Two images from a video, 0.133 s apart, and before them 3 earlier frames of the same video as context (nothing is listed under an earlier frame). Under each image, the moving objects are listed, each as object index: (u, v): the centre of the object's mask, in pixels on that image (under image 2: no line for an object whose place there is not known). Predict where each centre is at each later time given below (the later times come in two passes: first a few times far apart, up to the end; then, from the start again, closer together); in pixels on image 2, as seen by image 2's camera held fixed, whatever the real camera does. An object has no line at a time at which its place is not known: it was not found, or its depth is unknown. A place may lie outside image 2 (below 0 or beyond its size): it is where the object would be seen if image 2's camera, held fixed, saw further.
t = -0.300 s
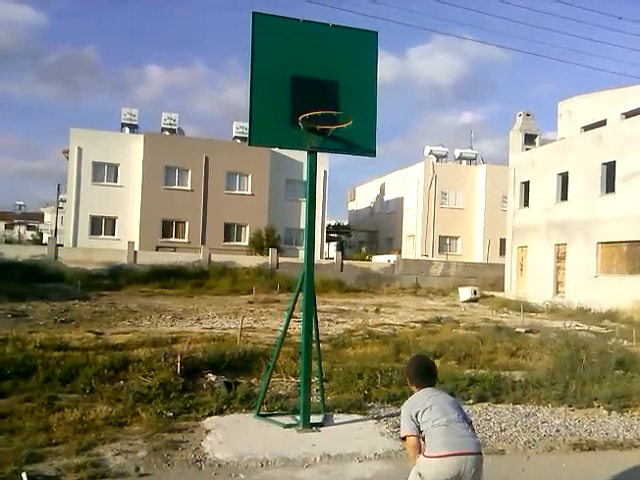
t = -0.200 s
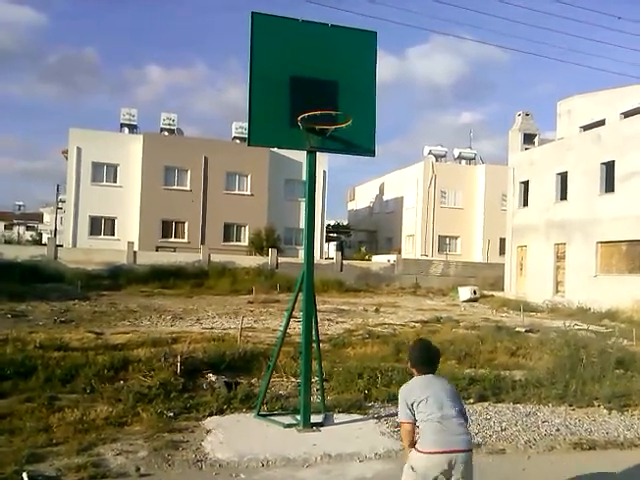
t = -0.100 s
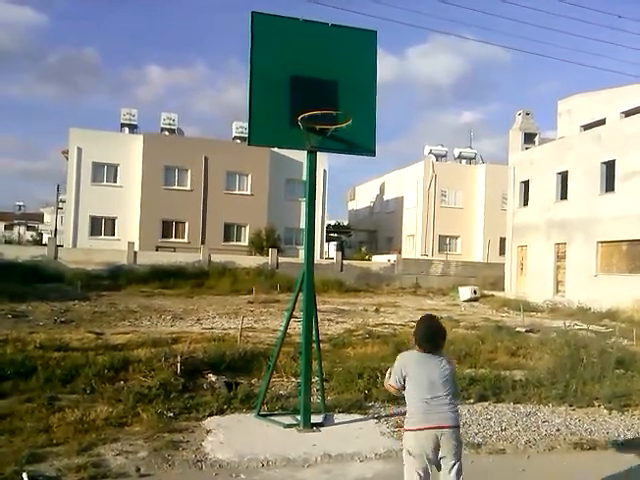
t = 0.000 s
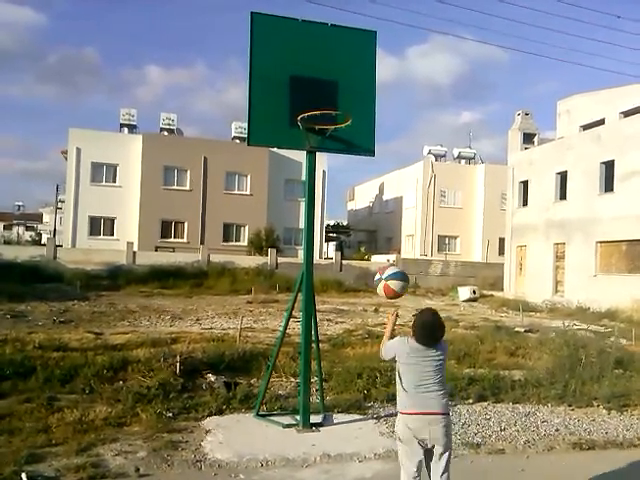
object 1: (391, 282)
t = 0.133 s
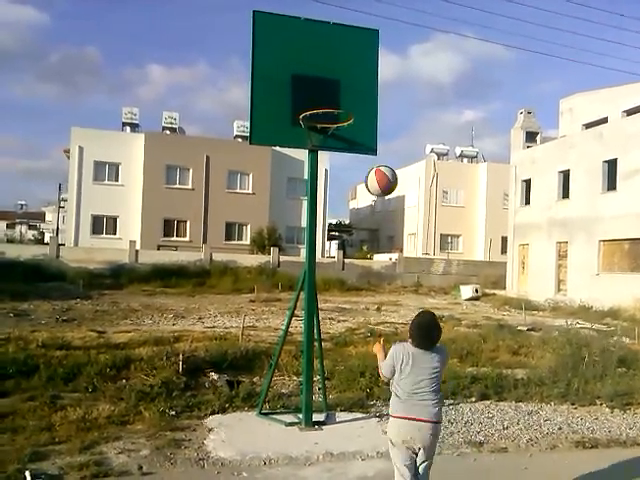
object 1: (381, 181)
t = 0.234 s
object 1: (373, 126)
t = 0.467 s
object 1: (351, 54)
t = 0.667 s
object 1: (337, 49)
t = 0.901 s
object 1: (328, 80)
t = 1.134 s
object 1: (327, 116)
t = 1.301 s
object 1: (298, 155)
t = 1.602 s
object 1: (249, 296)
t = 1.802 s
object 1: (216, 391)
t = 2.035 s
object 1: (195, 288)
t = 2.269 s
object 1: (172, 235)
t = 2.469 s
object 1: (153, 235)
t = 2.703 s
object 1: (125, 283)
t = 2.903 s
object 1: (99, 363)
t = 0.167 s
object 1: (378, 160)
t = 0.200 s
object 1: (375, 142)
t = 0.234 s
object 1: (373, 126)
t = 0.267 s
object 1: (369, 110)
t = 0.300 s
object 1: (366, 97)
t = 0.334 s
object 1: (361, 85)
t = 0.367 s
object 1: (357, 75)
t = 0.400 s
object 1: (354, 66)
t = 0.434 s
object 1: (353, 59)
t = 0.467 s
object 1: (351, 54)
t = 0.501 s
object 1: (348, 49)
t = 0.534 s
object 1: (345, 47)
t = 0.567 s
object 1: (343, 46)
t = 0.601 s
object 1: (340, 46)
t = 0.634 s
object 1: (338, 47)
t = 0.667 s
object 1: (337, 49)
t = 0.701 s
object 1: (334, 52)
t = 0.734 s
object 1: (330, 56)
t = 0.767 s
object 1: (329, 62)
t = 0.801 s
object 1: (328, 70)
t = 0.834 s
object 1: (326, 76)
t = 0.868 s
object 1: (327, 78)
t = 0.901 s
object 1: (328, 80)
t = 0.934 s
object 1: (329, 81)
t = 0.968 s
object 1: (332, 87)
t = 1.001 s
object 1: (334, 93)
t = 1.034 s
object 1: (335, 99)
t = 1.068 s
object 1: (337, 108)
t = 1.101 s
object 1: (332, 111)
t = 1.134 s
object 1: (327, 116)
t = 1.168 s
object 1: (322, 121)
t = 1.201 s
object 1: (315, 126)
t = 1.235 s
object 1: (309, 135)
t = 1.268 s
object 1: (304, 144)
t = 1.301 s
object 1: (298, 155)
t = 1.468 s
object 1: (272, 220)
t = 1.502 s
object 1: (265, 238)
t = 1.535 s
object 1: (260, 255)
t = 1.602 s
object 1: (249, 296)
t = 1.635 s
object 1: (244, 318)
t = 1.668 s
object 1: (238, 340)
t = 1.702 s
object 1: (231, 364)
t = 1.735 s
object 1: (224, 387)
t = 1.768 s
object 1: (220, 411)
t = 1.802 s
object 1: (216, 391)
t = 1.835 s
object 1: (213, 374)
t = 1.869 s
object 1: (211, 358)
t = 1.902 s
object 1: (207, 340)
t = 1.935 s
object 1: (206, 326)
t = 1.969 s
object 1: (202, 313)
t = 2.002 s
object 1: (199, 299)
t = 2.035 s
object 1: (195, 288)
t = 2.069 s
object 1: (193, 276)
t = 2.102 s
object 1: (189, 266)
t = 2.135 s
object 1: (187, 258)
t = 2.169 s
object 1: (183, 251)
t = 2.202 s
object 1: (180, 246)
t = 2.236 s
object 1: (176, 240)
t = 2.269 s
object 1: (172, 235)
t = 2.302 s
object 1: (169, 232)
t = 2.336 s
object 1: (166, 230)
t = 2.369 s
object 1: (162, 230)
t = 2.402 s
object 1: (157, 232)
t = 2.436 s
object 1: (155, 233)
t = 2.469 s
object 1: (153, 235)
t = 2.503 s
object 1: (149, 239)
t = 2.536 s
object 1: (145, 244)
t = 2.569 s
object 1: (141, 250)
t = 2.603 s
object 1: (138, 256)
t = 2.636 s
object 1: (134, 263)
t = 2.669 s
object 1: (128, 272)
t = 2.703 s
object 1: (125, 283)
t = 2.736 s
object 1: (122, 295)
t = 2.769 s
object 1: (119, 306)
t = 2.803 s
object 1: (114, 318)
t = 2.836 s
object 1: (111, 332)
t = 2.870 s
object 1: (106, 347)
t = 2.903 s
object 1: (99, 363)
